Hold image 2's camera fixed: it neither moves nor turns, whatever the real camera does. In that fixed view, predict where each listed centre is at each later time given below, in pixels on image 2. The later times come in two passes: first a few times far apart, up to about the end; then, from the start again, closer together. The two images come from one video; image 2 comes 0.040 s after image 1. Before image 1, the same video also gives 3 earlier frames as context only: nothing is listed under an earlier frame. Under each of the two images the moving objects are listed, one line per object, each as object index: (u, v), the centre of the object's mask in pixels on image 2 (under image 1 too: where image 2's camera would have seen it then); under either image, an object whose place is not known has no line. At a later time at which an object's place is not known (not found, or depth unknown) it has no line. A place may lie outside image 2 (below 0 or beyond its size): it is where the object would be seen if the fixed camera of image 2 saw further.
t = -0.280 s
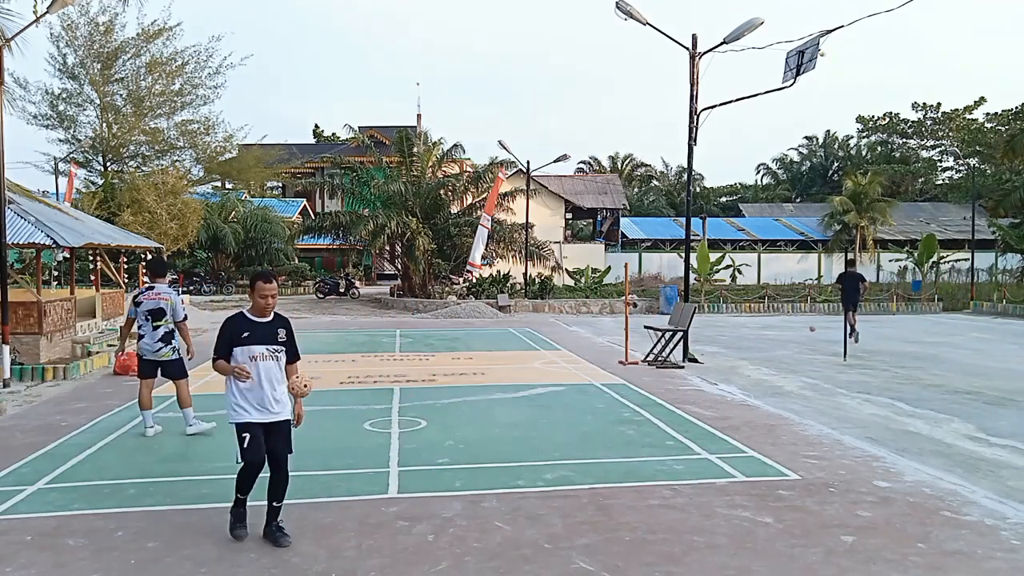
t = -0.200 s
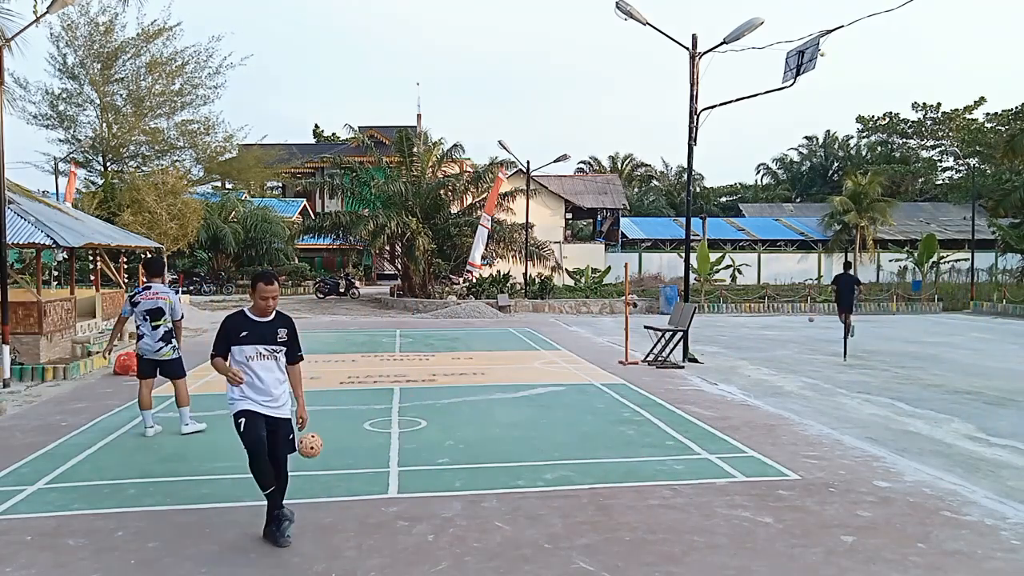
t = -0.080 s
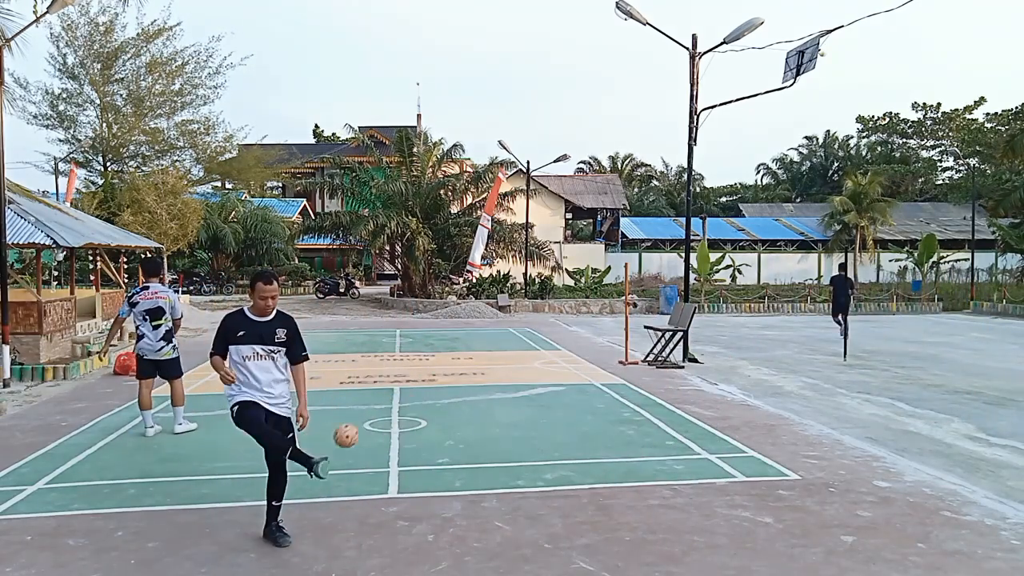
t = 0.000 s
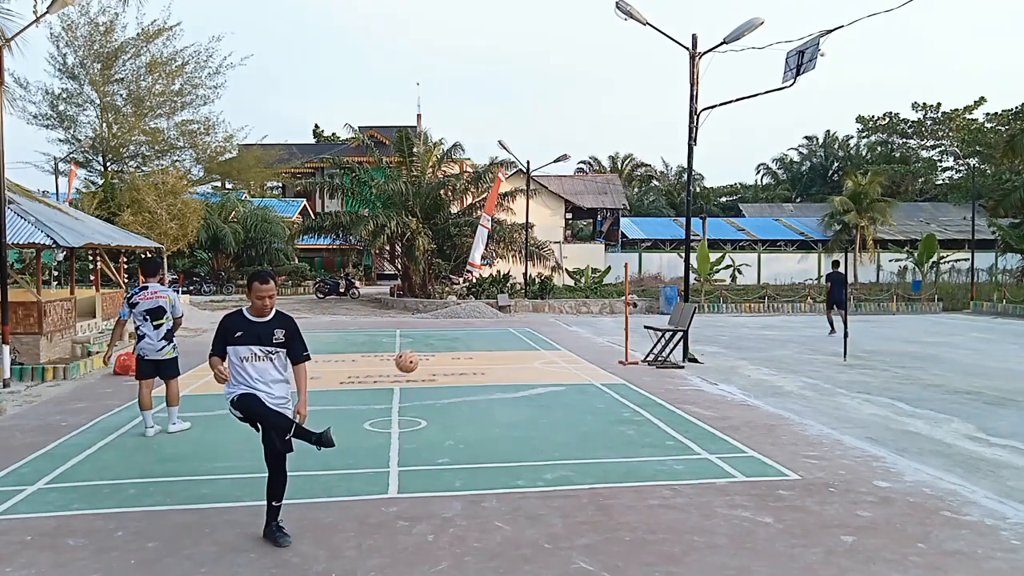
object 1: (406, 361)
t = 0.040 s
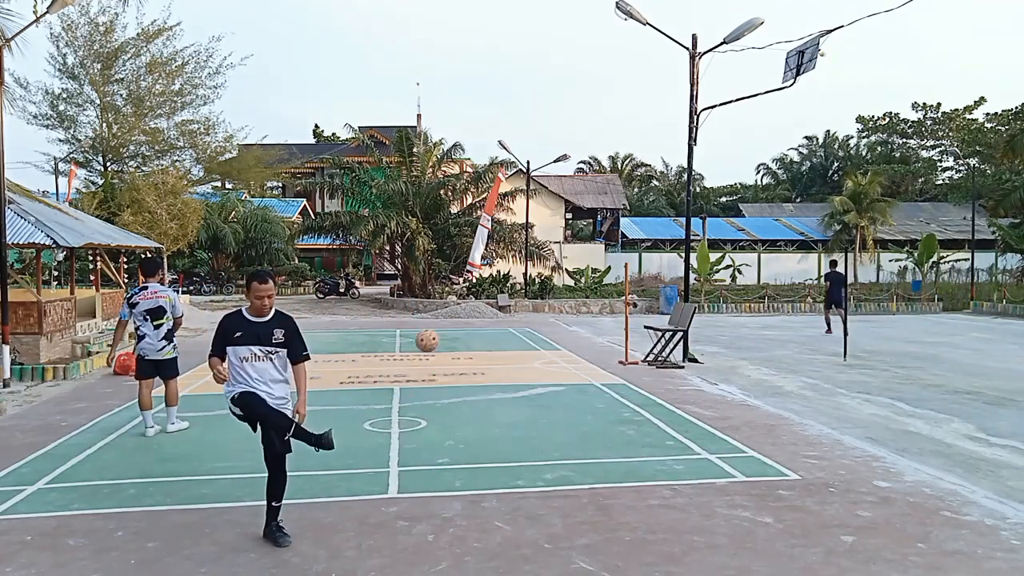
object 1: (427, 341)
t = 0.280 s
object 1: (563, 253)
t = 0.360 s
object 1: (601, 245)
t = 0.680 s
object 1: (783, 324)
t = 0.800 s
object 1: (835, 383)
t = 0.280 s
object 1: (563, 253)
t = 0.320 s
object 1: (582, 248)
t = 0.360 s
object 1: (601, 245)
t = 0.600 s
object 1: (749, 292)
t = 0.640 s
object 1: (766, 307)
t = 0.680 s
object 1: (783, 324)
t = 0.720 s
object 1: (801, 342)
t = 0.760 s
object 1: (818, 361)
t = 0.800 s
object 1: (835, 383)
